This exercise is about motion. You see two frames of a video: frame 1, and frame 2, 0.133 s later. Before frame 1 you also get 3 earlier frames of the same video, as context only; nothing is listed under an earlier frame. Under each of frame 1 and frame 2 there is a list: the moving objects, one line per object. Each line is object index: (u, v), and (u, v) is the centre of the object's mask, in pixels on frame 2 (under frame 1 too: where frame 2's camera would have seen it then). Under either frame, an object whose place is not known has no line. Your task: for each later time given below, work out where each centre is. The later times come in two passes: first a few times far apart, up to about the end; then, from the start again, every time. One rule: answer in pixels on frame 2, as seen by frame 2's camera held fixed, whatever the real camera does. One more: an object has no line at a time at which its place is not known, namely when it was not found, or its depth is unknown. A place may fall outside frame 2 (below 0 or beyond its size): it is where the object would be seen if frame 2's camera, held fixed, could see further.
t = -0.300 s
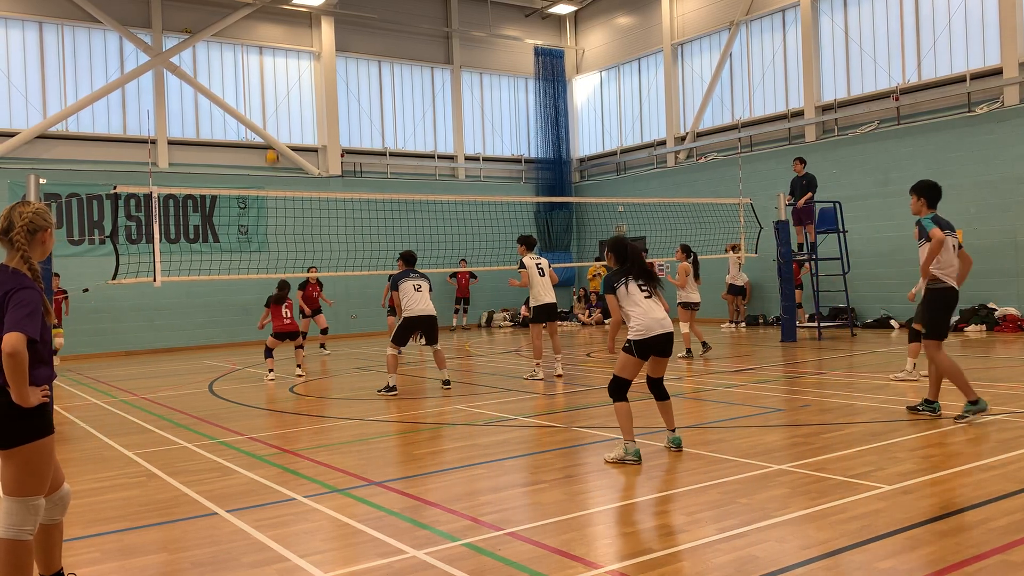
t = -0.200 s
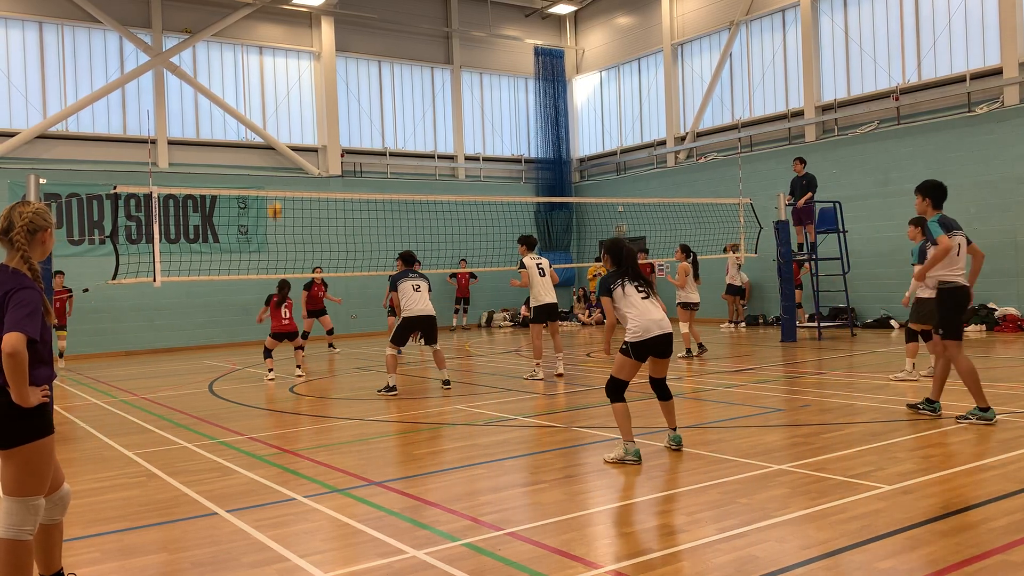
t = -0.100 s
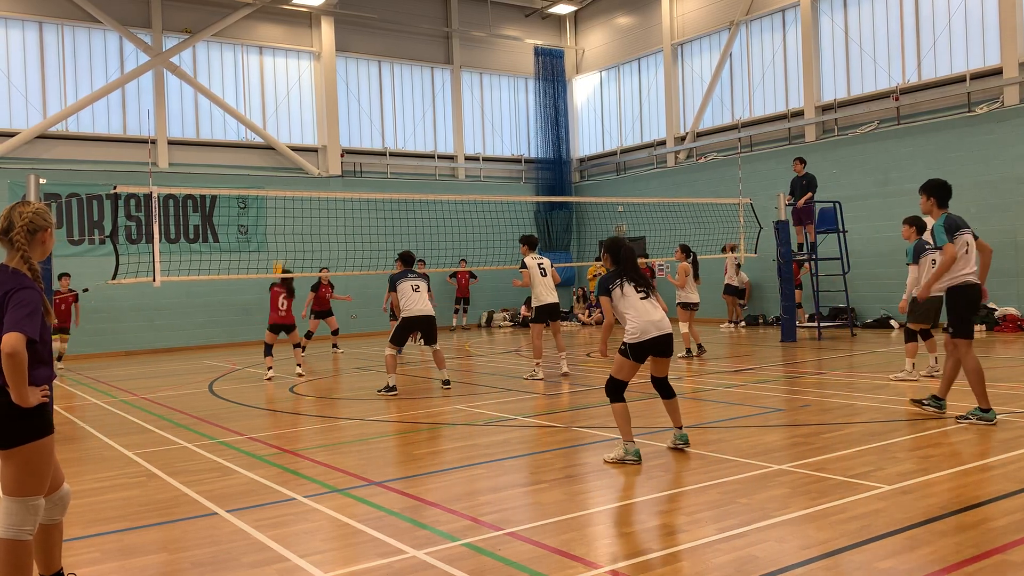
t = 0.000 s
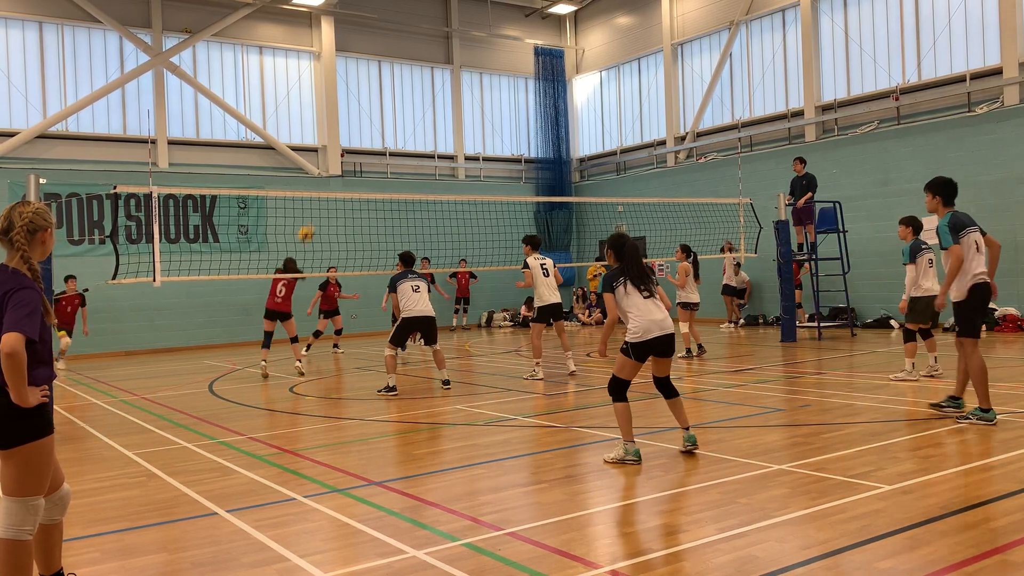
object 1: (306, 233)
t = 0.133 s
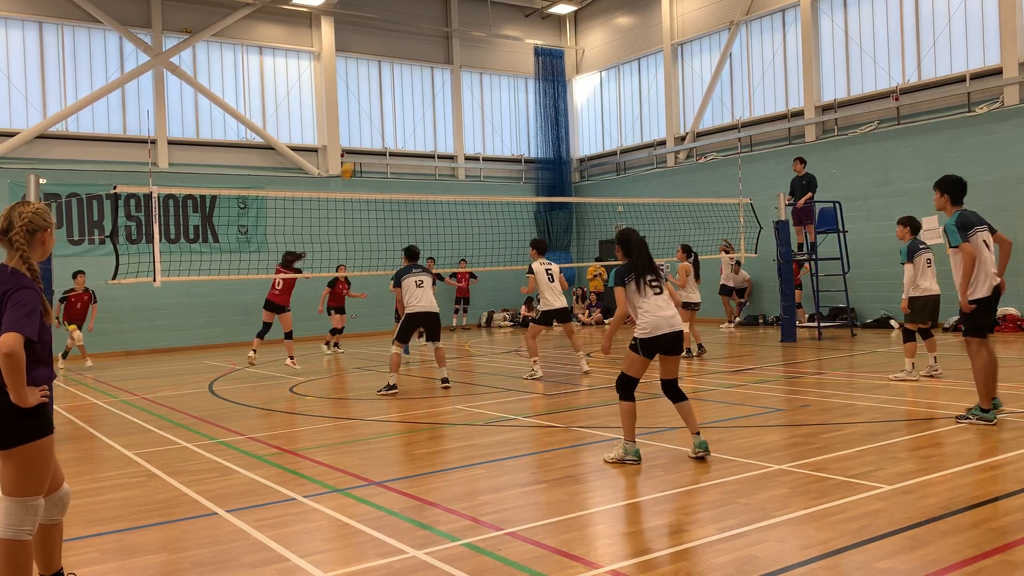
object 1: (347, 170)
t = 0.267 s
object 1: (388, 124)
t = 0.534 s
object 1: (465, 69)
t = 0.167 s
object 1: (358, 158)
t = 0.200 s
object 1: (367, 147)
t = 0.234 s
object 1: (378, 134)
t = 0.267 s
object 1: (388, 124)
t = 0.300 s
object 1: (397, 114)
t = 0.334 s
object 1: (407, 106)
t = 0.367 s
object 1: (417, 98)
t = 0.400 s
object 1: (427, 90)
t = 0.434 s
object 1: (436, 84)
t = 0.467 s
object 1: (446, 78)
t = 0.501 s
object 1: (455, 73)
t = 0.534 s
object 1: (465, 69)
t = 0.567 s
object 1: (474, 65)
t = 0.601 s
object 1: (484, 63)
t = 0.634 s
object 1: (493, 61)
